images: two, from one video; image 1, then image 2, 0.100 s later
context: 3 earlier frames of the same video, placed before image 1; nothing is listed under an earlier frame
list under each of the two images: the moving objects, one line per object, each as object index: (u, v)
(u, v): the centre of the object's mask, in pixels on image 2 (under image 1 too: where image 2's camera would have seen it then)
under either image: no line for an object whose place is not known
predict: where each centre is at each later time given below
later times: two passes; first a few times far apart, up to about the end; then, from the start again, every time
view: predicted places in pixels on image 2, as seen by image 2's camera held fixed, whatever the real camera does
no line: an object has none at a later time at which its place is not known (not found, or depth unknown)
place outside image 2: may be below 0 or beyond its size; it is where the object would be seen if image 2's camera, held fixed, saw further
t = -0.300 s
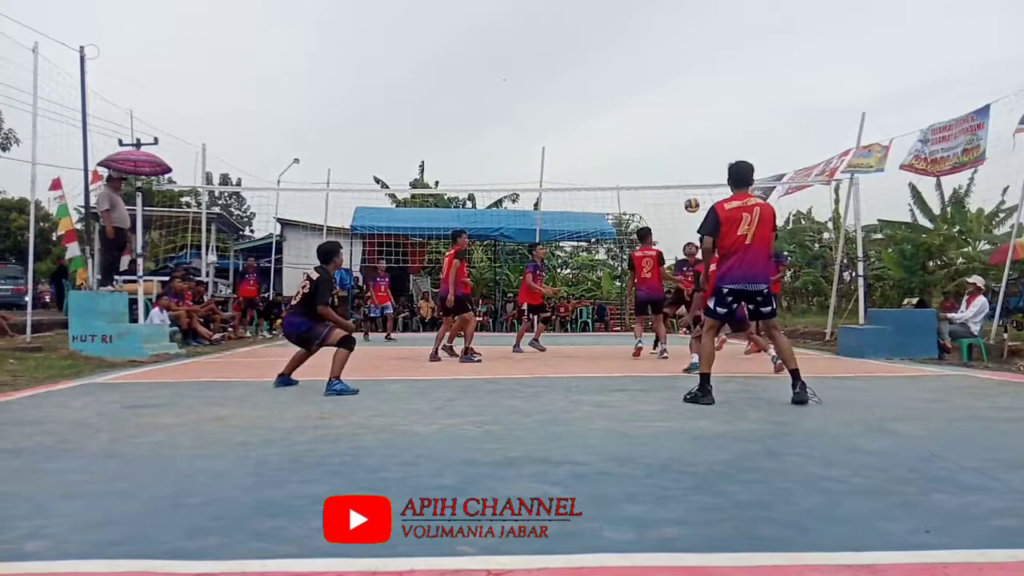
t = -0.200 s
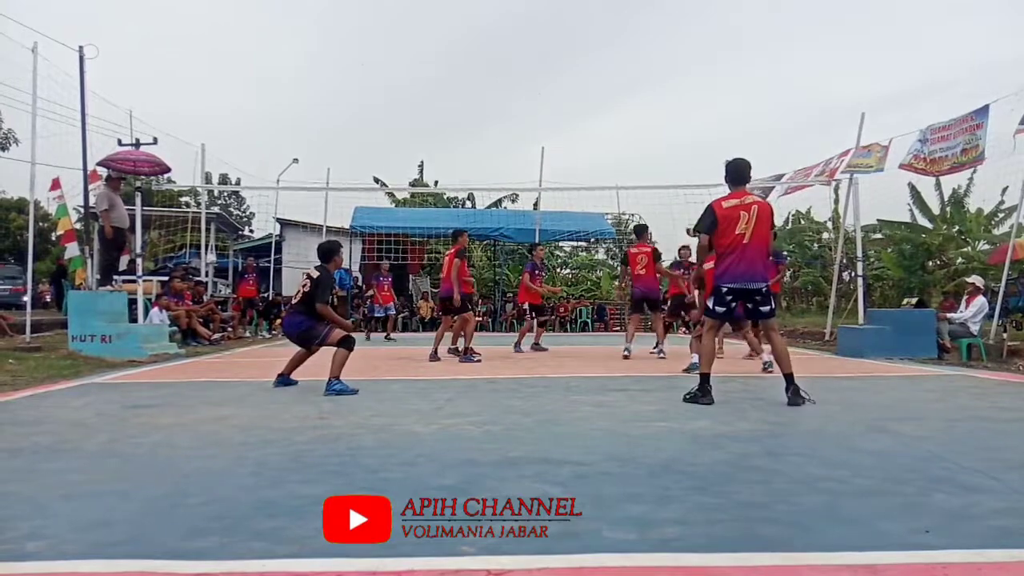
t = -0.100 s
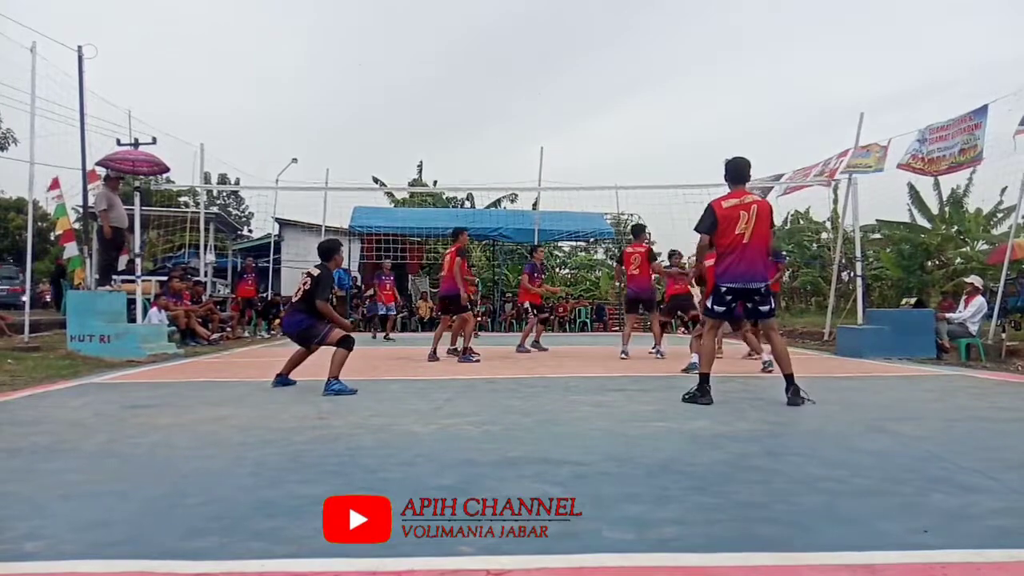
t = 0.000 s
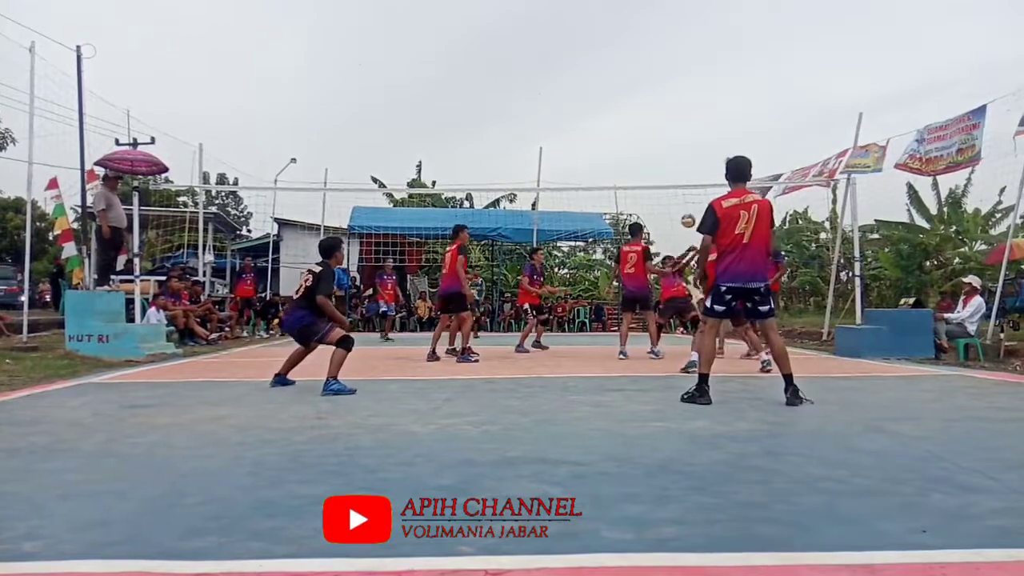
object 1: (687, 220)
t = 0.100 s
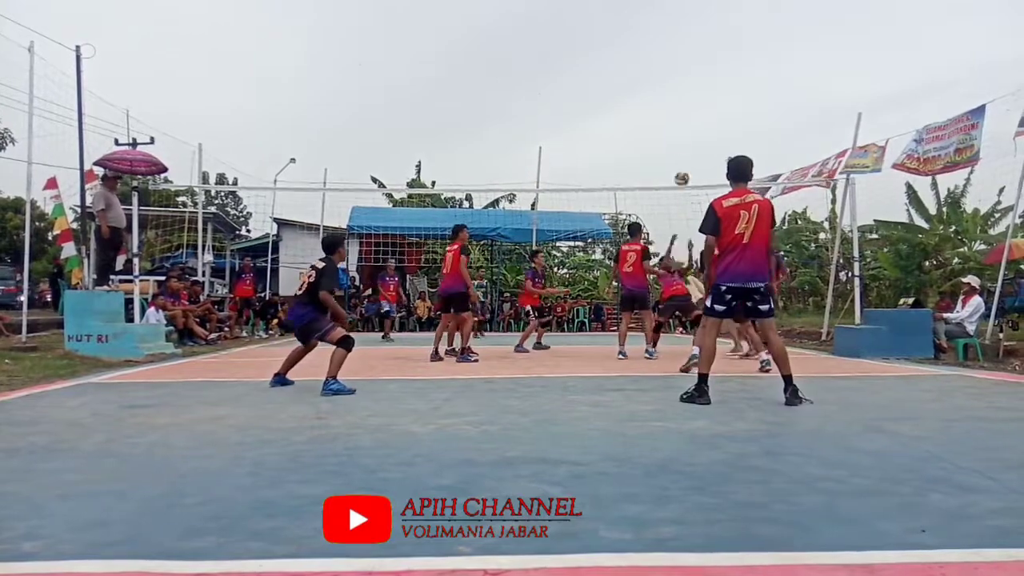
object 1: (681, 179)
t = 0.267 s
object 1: (672, 125)
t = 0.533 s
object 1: (659, 79)
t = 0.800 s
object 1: (646, 80)
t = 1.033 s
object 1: (634, 117)
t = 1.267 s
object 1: (624, 189)
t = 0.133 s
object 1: (679, 166)
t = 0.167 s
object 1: (678, 154)
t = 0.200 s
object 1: (676, 144)
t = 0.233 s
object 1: (674, 134)
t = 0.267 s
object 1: (672, 125)
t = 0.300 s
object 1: (670, 116)
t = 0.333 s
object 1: (669, 109)
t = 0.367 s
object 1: (667, 102)
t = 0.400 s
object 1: (665, 96)
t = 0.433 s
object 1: (664, 91)
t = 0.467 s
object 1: (662, 86)
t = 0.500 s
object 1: (660, 82)
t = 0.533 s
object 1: (659, 79)
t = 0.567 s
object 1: (657, 76)
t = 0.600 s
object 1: (655, 74)
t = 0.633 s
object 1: (654, 73)
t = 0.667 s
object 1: (652, 73)
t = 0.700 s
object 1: (650, 74)
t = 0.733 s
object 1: (649, 75)
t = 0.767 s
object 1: (647, 77)
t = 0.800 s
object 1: (646, 80)
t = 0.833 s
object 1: (644, 83)
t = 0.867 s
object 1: (642, 87)
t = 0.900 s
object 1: (641, 92)
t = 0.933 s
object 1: (639, 97)
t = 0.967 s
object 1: (638, 103)
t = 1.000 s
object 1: (636, 109)
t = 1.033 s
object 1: (634, 117)
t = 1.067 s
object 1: (633, 125)
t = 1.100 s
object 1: (631, 134)
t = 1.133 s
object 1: (630, 143)
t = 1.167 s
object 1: (629, 153)
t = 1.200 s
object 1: (627, 164)
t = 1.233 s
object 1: (626, 175)
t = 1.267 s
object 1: (624, 189)
